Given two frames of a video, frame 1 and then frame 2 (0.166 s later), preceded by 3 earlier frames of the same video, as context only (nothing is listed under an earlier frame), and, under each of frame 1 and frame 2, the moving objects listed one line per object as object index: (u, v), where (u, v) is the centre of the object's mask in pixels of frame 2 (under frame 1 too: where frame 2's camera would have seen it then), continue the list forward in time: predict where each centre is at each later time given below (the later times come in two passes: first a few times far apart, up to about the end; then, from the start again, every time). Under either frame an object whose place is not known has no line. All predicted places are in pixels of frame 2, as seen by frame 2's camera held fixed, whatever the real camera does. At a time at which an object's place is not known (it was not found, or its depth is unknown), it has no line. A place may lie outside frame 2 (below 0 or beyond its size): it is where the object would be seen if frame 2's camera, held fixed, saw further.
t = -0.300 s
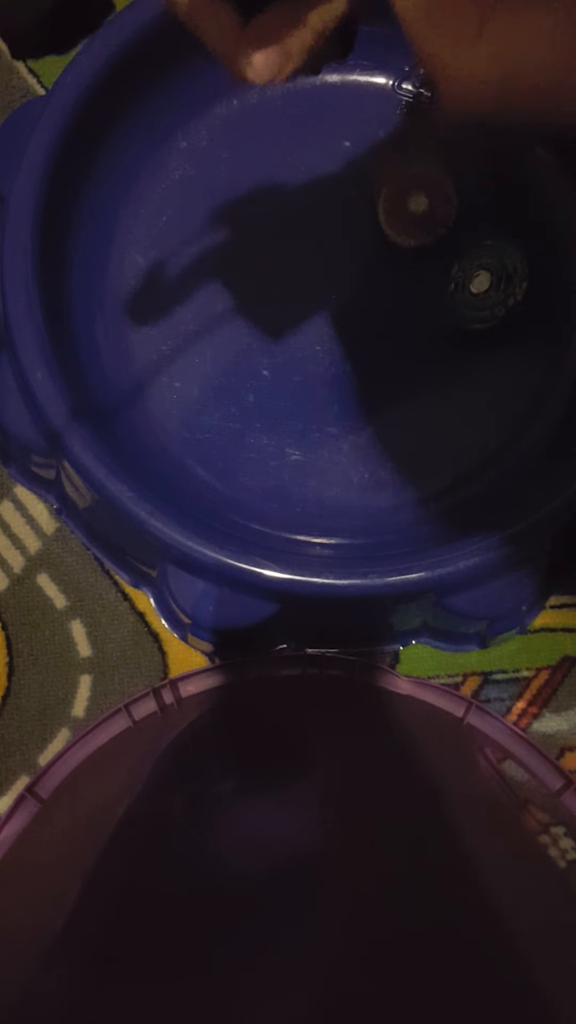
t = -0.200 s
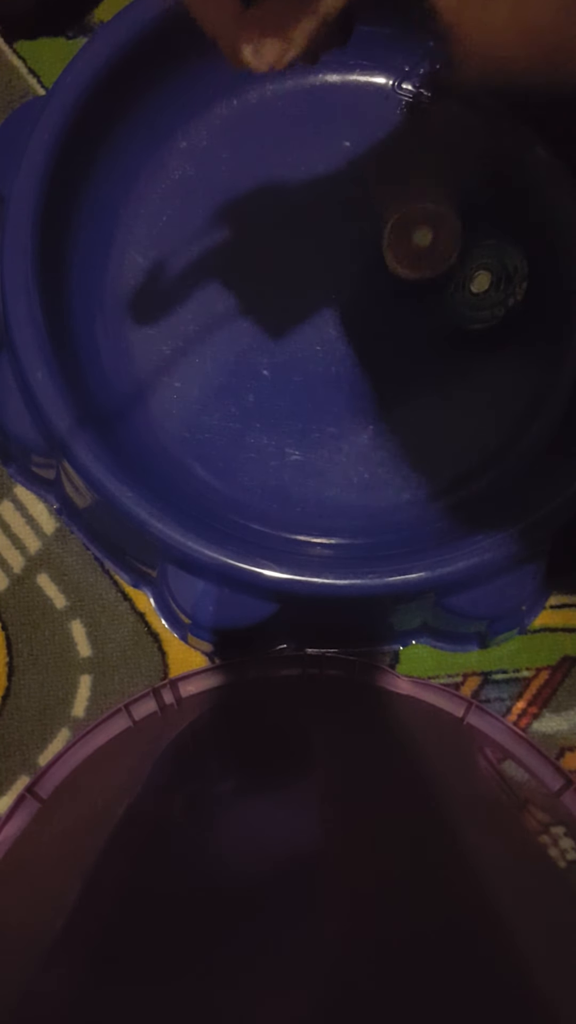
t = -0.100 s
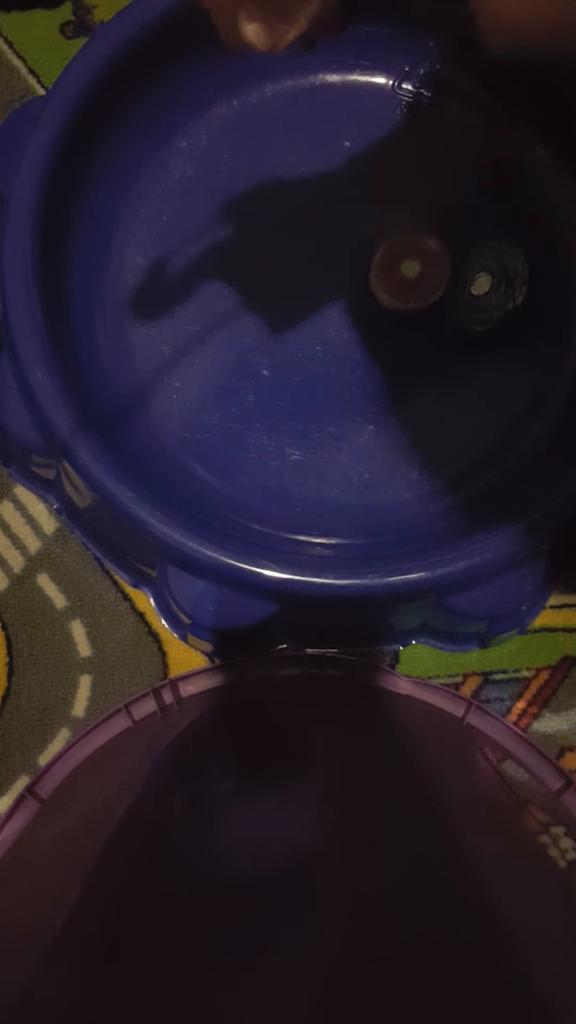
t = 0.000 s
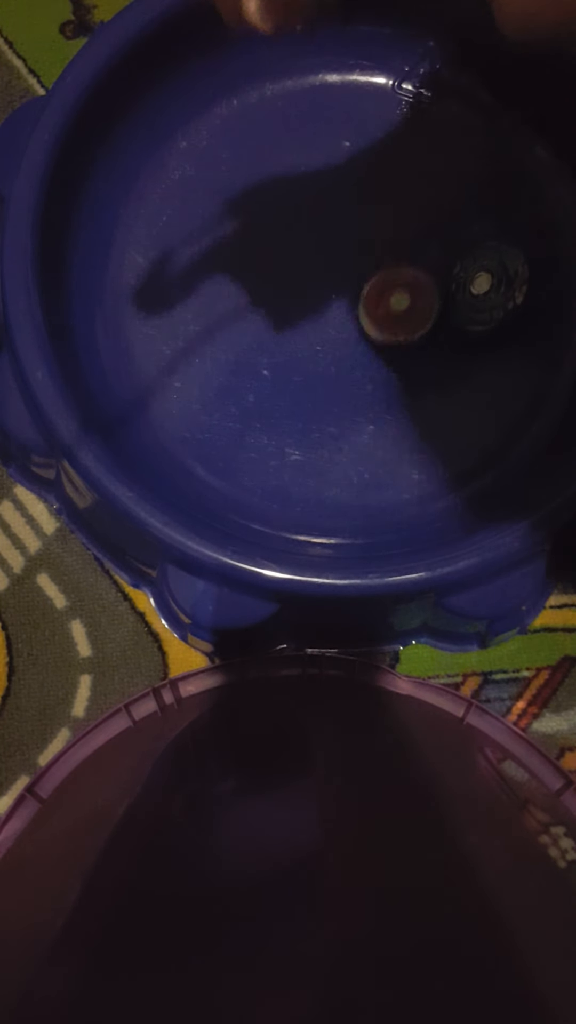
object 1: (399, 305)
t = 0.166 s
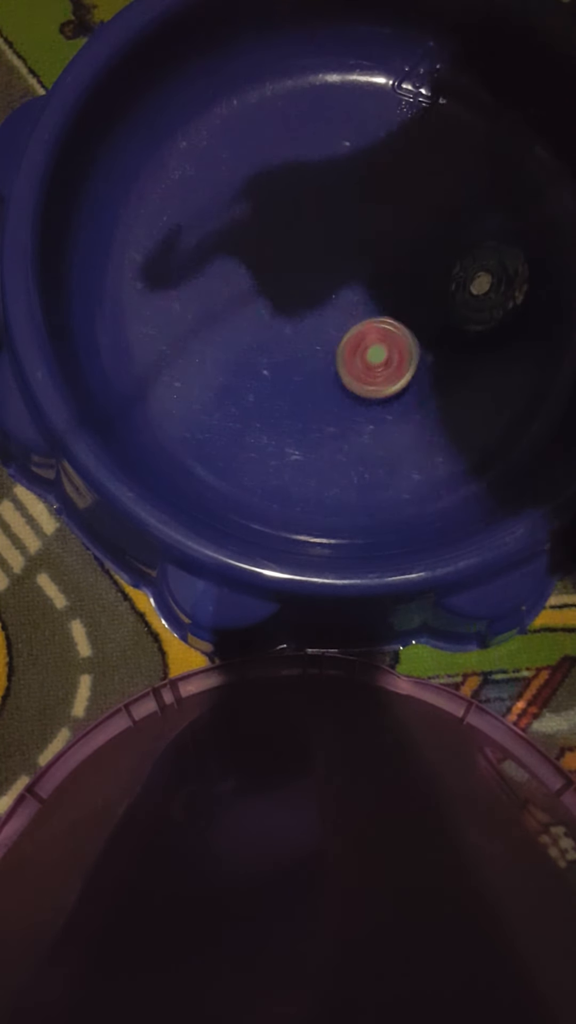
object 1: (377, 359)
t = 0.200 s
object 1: (373, 368)
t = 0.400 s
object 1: (342, 424)
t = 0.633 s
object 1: (309, 480)
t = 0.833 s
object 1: (320, 483)
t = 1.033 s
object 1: (312, 434)
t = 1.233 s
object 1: (290, 373)
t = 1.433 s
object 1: (266, 313)
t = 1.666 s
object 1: (245, 244)
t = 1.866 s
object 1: (237, 185)
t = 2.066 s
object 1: (227, 135)
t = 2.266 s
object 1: (218, 129)
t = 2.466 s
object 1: (242, 162)
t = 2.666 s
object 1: (291, 196)
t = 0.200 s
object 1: (373, 368)
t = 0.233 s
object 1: (367, 378)
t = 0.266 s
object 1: (362, 388)
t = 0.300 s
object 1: (357, 397)
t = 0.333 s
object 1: (351, 406)
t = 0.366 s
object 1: (346, 416)
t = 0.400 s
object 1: (342, 424)
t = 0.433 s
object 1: (336, 433)
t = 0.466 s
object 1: (331, 441)
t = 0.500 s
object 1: (326, 450)
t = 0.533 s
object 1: (320, 458)
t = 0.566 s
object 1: (316, 466)
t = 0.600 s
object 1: (312, 473)
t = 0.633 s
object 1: (309, 480)
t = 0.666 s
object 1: (308, 485)
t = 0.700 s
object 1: (309, 489)
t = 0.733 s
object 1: (311, 491)
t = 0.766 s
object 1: (314, 490)
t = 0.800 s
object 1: (317, 488)
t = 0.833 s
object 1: (320, 483)
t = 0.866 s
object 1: (322, 478)
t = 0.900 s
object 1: (322, 472)
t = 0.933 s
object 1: (321, 463)
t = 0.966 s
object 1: (319, 455)
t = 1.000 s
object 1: (316, 445)
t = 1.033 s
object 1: (312, 434)
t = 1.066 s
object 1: (309, 424)
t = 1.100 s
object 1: (306, 414)
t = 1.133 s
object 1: (302, 404)
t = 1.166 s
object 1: (298, 393)
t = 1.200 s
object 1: (294, 383)
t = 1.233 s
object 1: (290, 373)
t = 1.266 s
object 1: (286, 363)
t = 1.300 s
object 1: (282, 353)
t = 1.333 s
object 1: (278, 343)
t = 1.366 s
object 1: (274, 333)
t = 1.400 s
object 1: (270, 323)
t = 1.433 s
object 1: (266, 313)
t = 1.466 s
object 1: (262, 303)
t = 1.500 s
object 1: (258, 292)
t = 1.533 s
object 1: (255, 283)
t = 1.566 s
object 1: (252, 273)
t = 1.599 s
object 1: (249, 262)
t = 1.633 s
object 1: (247, 254)
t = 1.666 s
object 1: (245, 244)
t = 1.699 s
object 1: (242, 233)
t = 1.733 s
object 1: (241, 224)
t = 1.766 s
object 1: (240, 214)
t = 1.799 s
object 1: (239, 205)
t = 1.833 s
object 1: (238, 196)
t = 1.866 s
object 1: (237, 185)
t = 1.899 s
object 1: (237, 175)
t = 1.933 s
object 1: (235, 168)
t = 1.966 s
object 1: (234, 159)
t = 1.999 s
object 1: (232, 150)
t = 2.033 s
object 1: (230, 142)
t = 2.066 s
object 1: (227, 135)
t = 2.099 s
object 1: (224, 131)
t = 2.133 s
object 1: (222, 128)
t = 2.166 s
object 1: (220, 126)
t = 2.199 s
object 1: (218, 126)
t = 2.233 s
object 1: (218, 127)
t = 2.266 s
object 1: (218, 129)
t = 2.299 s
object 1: (220, 134)
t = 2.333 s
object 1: (222, 138)
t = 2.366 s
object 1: (225, 144)
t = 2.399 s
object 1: (229, 150)
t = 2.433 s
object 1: (235, 155)
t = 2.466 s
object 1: (242, 162)
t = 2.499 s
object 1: (249, 168)
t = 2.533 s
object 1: (258, 173)
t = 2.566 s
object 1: (265, 179)
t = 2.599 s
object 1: (274, 185)
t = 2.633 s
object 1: (283, 191)
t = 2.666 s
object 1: (291, 196)
